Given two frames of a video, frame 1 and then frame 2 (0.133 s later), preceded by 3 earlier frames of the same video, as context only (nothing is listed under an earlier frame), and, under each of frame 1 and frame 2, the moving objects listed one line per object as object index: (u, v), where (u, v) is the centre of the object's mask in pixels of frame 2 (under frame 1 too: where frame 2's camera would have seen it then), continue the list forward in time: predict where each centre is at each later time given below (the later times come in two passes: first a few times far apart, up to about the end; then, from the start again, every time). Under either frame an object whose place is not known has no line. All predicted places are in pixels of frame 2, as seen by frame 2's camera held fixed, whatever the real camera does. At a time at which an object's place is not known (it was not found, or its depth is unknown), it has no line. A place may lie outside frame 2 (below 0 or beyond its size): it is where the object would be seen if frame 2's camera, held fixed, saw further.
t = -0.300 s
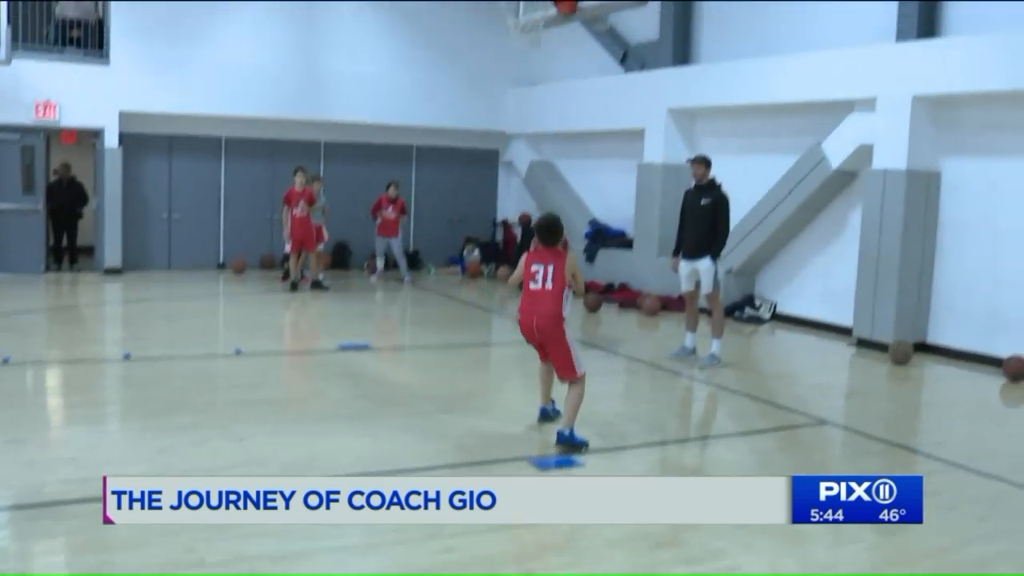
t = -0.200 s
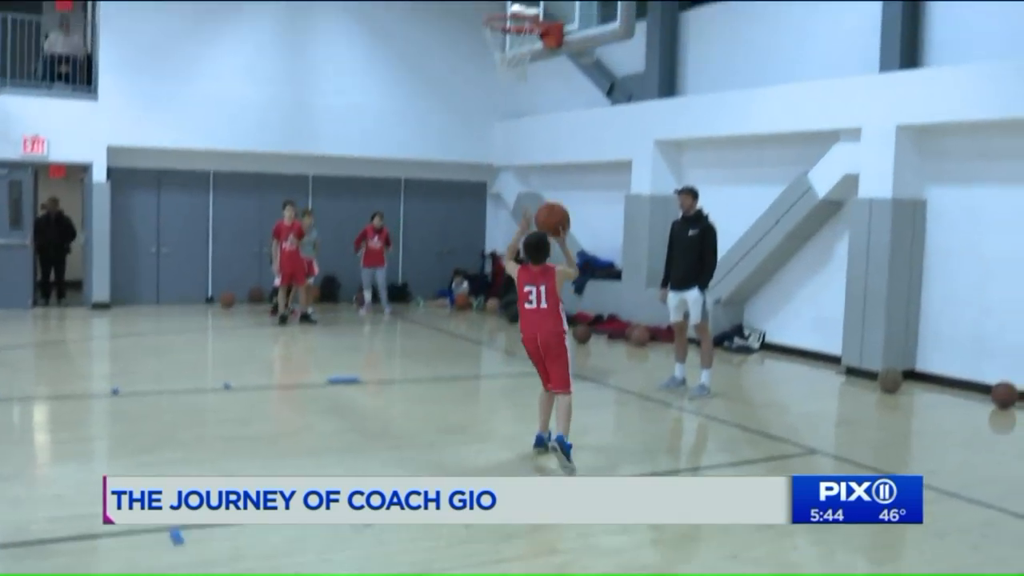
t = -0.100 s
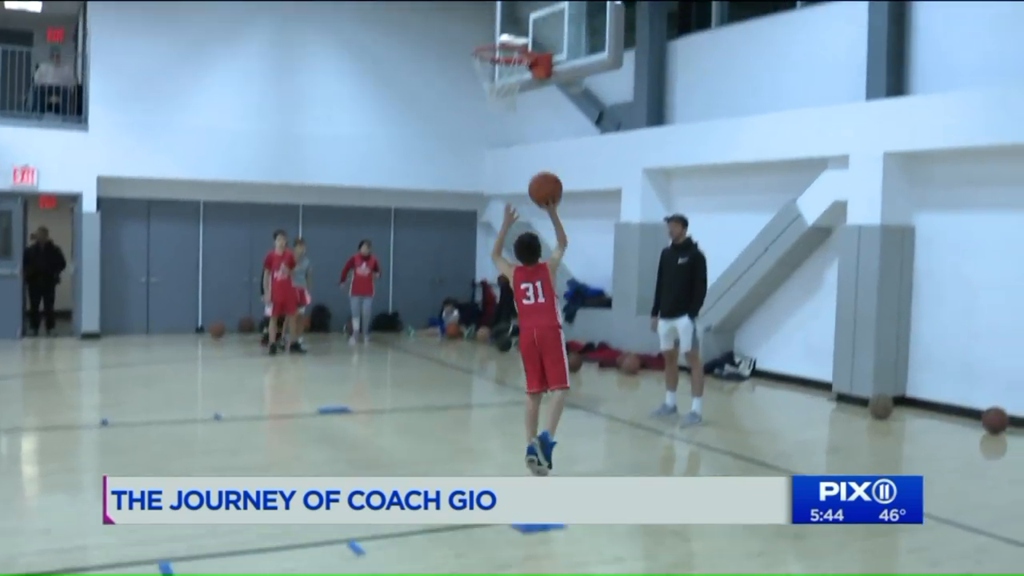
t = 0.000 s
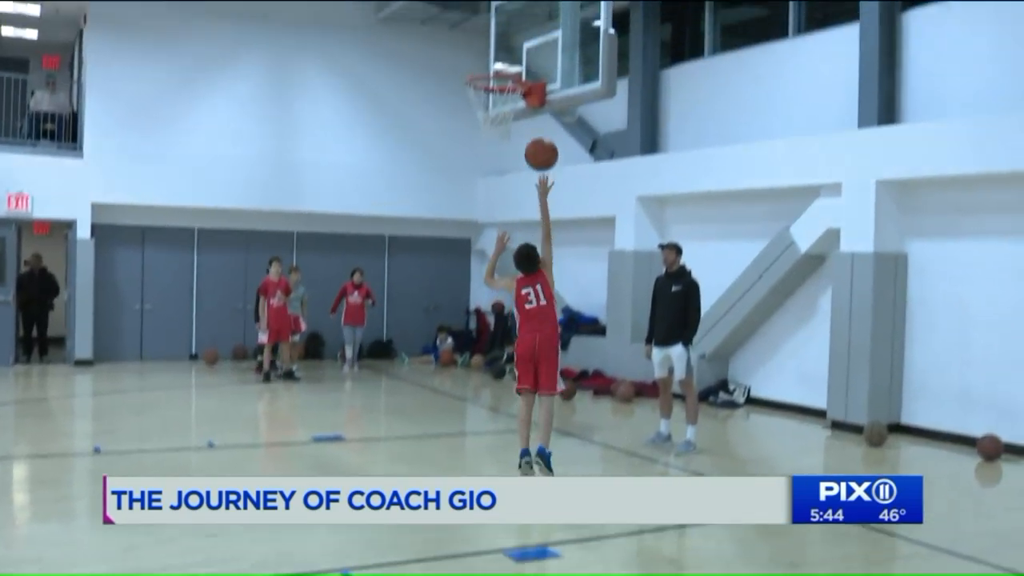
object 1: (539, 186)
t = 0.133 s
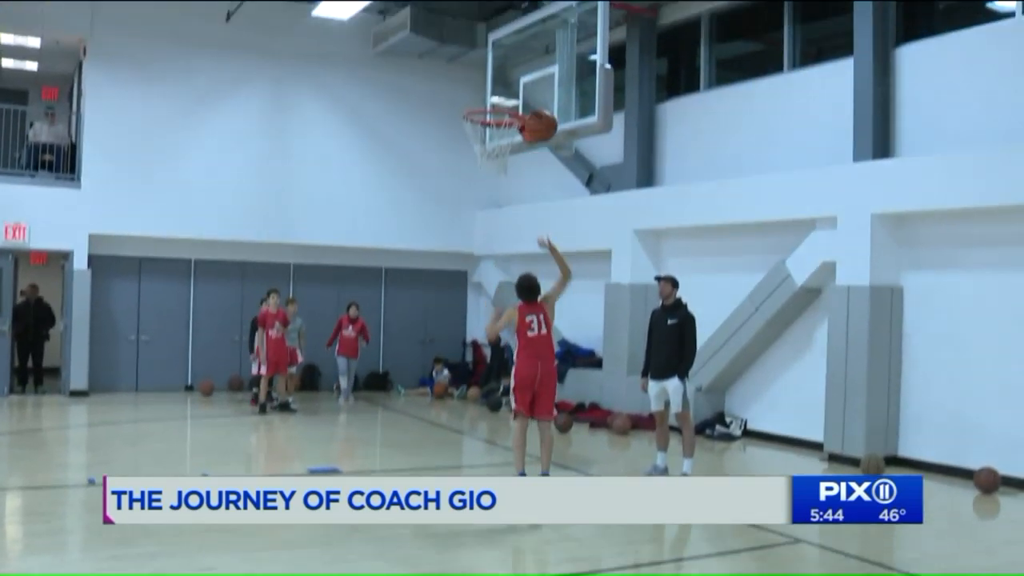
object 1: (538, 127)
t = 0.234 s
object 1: (543, 97)
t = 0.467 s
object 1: (528, 85)
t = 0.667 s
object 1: (500, 122)
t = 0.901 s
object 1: (473, 194)
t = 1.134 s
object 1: (449, 316)
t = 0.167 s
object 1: (542, 114)
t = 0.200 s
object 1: (542, 105)
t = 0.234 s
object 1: (543, 97)
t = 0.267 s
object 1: (543, 91)
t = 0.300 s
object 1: (544, 85)
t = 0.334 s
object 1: (544, 82)
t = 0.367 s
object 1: (540, 81)
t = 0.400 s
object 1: (536, 81)
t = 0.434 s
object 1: (532, 82)
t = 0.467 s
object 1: (528, 85)
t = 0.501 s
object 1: (523, 88)
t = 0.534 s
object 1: (519, 93)
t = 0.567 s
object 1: (514, 101)
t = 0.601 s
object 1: (509, 106)
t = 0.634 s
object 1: (503, 114)
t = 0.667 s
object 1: (500, 122)
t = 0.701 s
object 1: (494, 131)
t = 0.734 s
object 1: (490, 142)
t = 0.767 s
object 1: (486, 152)
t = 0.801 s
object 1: (482, 162)
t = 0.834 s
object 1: (478, 172)
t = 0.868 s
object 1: (476, 182)
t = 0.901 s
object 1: (473, 194)
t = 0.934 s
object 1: (470, 208)
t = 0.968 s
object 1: (466, 223)
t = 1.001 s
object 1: (463, 239)
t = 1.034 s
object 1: (460, 257)
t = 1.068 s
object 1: (456, 276)
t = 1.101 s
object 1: (452, 295)
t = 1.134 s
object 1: (449, 316)
